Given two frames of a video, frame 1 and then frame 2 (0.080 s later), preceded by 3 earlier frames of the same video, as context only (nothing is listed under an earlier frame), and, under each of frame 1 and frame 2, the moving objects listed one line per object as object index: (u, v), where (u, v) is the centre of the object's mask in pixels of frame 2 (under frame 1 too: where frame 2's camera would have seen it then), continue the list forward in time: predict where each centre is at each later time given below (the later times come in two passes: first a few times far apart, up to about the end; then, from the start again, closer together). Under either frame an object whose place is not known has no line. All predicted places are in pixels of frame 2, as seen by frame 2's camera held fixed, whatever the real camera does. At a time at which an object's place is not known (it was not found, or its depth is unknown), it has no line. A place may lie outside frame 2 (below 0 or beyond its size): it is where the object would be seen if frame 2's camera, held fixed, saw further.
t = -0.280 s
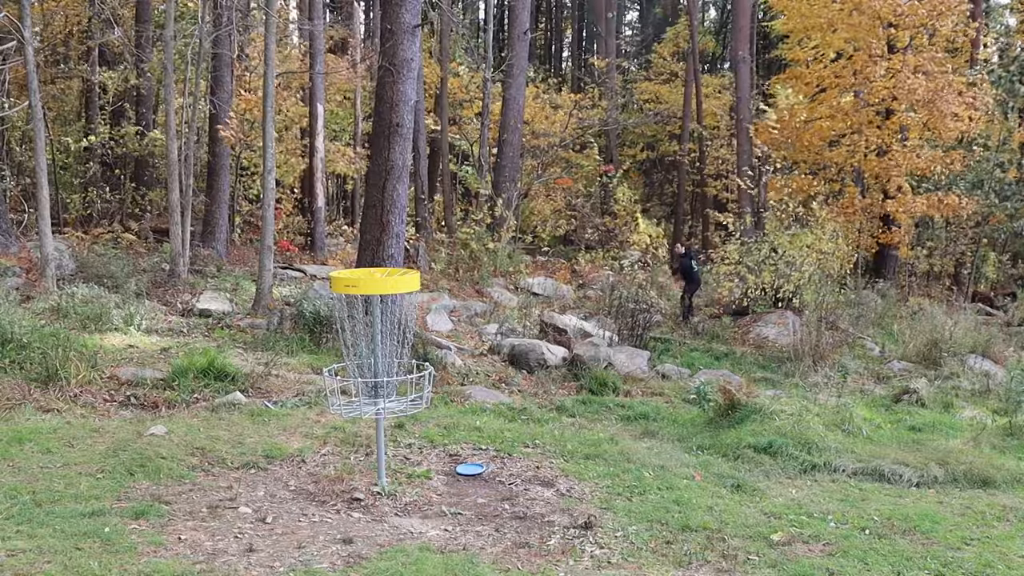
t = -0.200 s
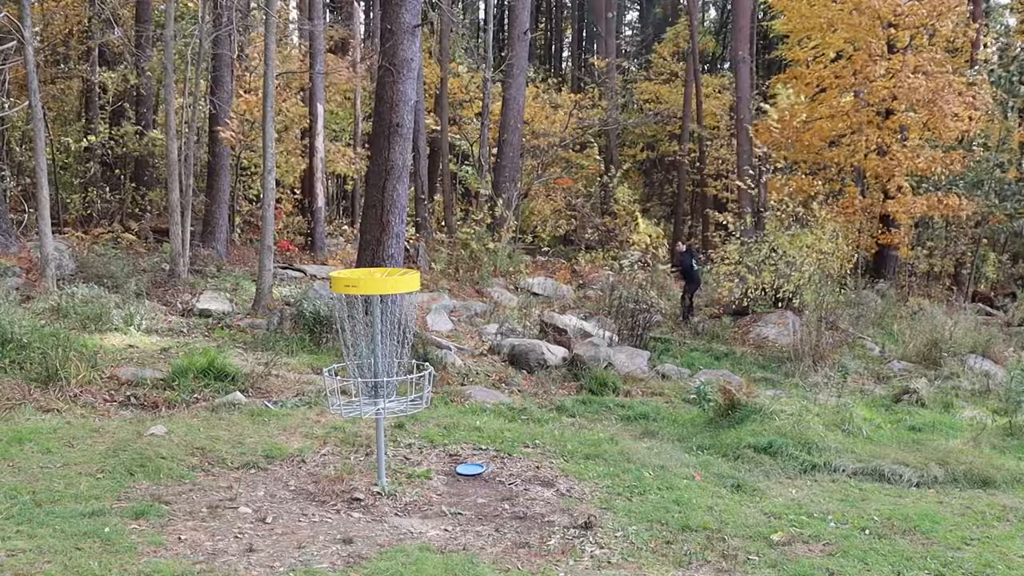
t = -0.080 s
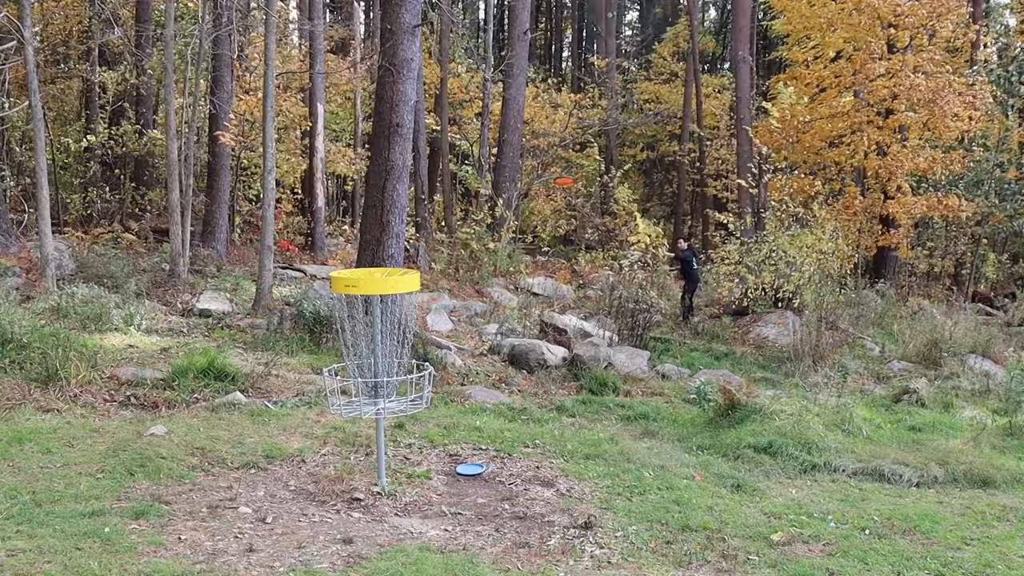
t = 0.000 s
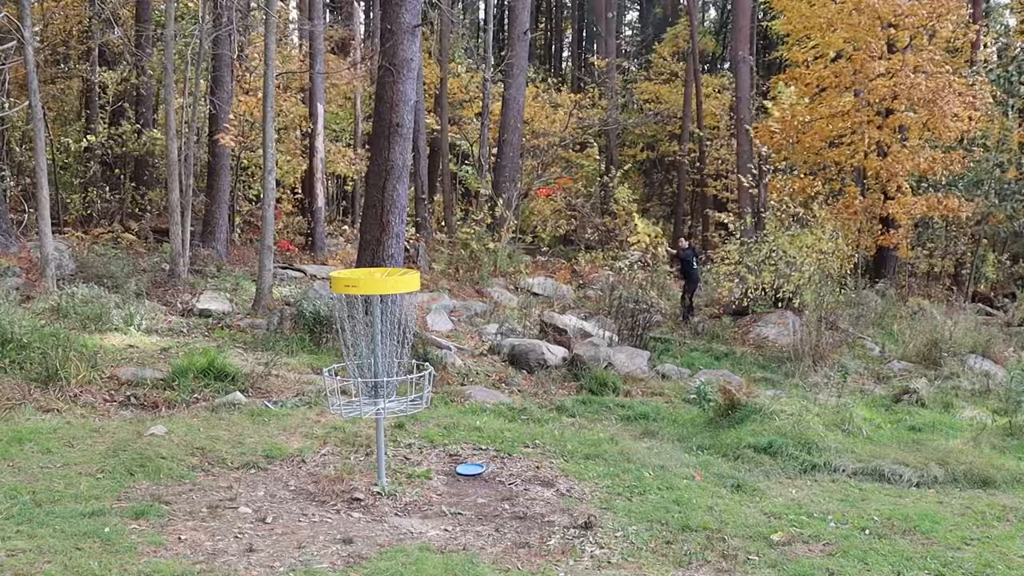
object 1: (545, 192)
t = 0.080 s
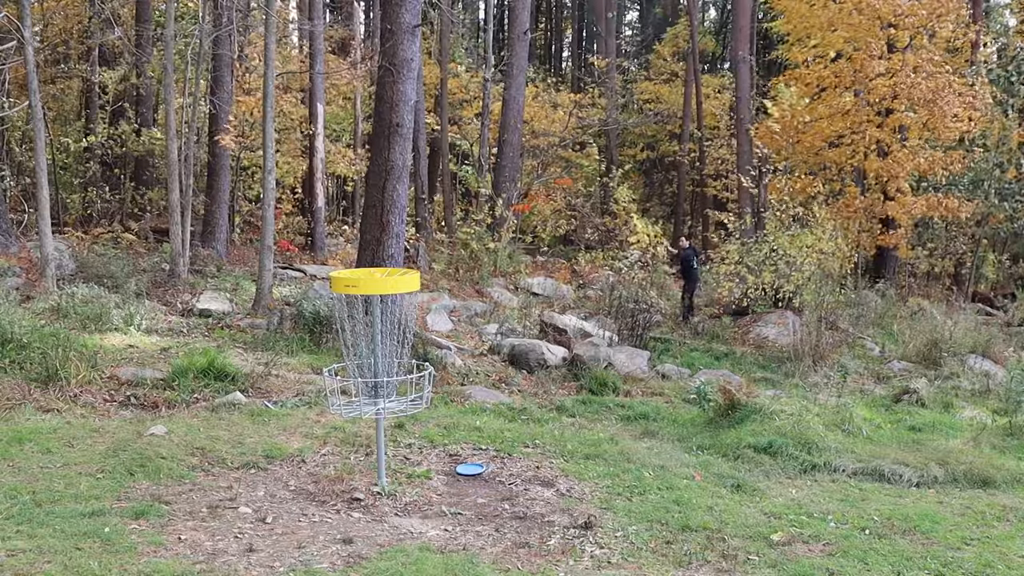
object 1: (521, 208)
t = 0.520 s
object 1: (332, 355)
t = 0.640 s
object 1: (317, 358)
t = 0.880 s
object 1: (279, 437)
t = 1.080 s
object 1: (284, 484)
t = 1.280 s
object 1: (328, 495)
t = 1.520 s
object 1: (372, 499)
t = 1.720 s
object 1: (404, 507)
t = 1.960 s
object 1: (428, 509)
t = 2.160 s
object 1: (445, 514)
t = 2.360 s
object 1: (459, 515)
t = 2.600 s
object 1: (476, 528)
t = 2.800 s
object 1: (477, 531)
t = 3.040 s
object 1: (478, 533)
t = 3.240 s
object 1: (478, 534)
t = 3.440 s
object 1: (477, 534)
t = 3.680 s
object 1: (478, 534)
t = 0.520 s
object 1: (332, 355)
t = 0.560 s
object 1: (326, 351)
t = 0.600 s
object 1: (321, 352)
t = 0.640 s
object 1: (317, 358)
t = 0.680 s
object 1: (308, 363)
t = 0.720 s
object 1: (304, 371)
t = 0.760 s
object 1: (297, 383)
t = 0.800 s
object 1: (290, 398)
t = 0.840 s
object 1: (284, 416)
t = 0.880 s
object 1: (279, 437)
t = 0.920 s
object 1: (271, 460)
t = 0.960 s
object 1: (265, 487)
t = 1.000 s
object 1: (267, 493)
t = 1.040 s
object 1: (277, 486)
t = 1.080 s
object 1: (284, 484)
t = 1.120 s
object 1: (294, 482)
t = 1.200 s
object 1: (315, 490)
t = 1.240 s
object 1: (320, 493)
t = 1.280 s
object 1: (328, 495)
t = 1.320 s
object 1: (336, 493)
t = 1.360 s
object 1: (344, 493)
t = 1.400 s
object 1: (351, 495)
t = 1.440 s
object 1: (359, 496)
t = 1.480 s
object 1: (366, 497)
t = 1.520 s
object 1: (372, 499)
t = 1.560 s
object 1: (379, 498)
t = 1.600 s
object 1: (386, 501)
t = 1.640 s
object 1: (392, 505)
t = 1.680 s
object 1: (399, 505)
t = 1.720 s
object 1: (404, 507)
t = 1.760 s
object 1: (413, 510)
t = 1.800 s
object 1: (415, 510)
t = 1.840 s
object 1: (417, 506)
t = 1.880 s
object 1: (421, 507)
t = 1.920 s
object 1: (425, 508)
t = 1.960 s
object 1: (428, 509)
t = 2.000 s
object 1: (431, 509)
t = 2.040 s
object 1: (435, 511)
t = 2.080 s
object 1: (438, 512)
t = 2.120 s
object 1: (442, 513)
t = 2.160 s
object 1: (445, 514)
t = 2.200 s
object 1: (448, 514)
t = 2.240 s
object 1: (452, 513)
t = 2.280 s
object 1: (454, 514)
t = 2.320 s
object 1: (457, 514)
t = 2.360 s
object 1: (459, 515)
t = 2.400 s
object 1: (464, 514)
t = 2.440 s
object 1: (466, 515)
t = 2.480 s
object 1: (470, 517)
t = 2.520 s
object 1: (472, 520)
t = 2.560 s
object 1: (475, 523)
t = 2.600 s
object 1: (476, 528)
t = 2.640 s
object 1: (479, 528)
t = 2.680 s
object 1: (479, 529)
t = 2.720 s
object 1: (478, 530)
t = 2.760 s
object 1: (478, 531)
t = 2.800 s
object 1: (477, 531)
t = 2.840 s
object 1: (478, 531)
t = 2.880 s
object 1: (477, 532)
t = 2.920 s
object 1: (477, 533)
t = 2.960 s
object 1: (477, 534)
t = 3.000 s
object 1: (478, 534)
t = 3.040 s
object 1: (478, 533)
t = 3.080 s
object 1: (478, 533)
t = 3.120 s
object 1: (478, 533)
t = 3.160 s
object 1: (478, 533)
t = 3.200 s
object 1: (478, 533)
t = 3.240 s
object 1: (478, 534)
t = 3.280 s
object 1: (478, 534)
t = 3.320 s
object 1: (478, 534)
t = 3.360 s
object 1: (478, 534)
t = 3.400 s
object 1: (477, 534)
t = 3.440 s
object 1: (477, 534)
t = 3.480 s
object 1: (477, 534)
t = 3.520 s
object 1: (477, 534)
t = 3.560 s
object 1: (478, 534)
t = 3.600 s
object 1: (478, 534)
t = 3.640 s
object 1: (478, 534)
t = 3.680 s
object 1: (478, 534)
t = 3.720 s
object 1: (477, 534)
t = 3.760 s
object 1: (478, 534)
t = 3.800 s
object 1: (478, 534)
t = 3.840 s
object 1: (477, 534)
